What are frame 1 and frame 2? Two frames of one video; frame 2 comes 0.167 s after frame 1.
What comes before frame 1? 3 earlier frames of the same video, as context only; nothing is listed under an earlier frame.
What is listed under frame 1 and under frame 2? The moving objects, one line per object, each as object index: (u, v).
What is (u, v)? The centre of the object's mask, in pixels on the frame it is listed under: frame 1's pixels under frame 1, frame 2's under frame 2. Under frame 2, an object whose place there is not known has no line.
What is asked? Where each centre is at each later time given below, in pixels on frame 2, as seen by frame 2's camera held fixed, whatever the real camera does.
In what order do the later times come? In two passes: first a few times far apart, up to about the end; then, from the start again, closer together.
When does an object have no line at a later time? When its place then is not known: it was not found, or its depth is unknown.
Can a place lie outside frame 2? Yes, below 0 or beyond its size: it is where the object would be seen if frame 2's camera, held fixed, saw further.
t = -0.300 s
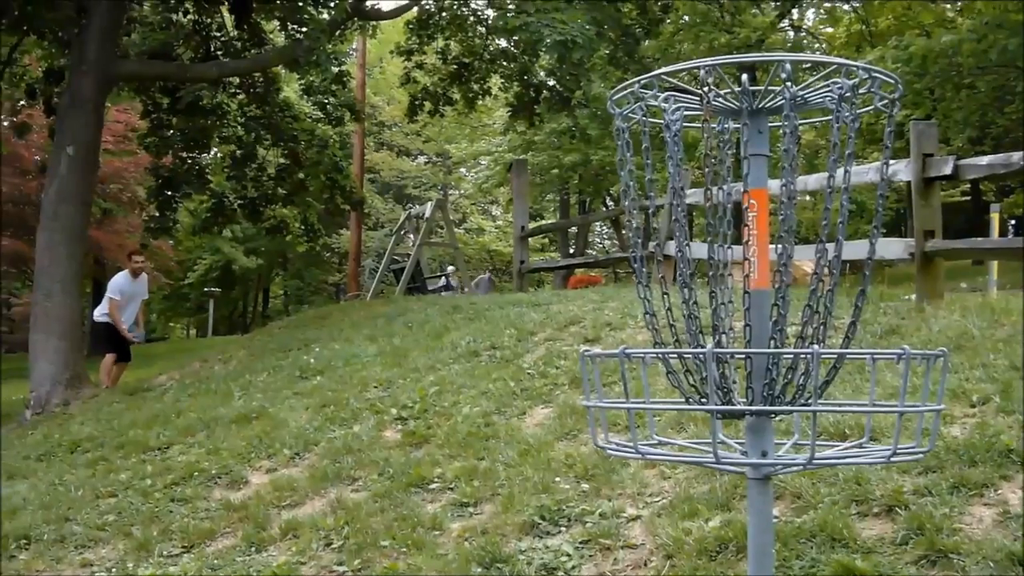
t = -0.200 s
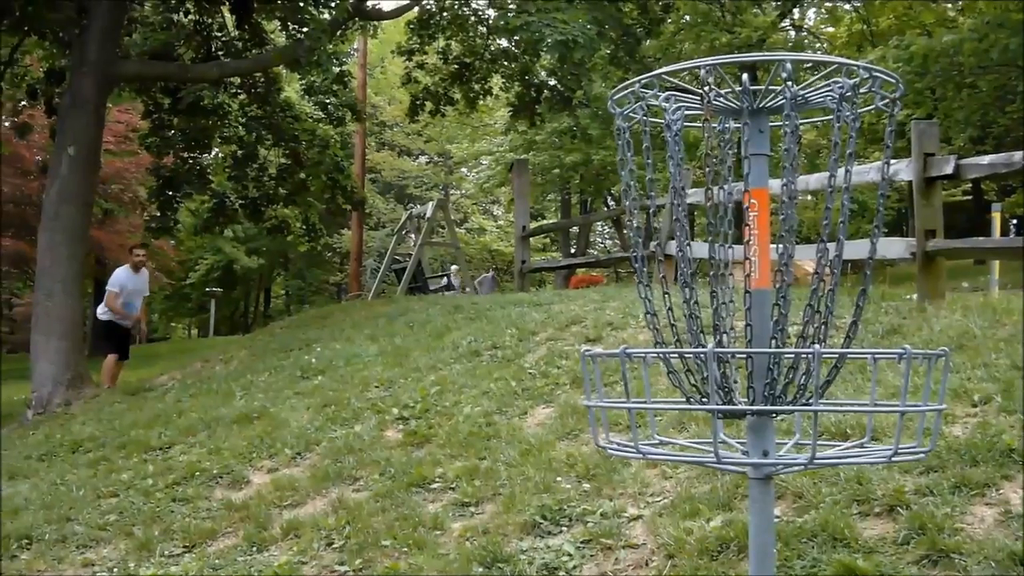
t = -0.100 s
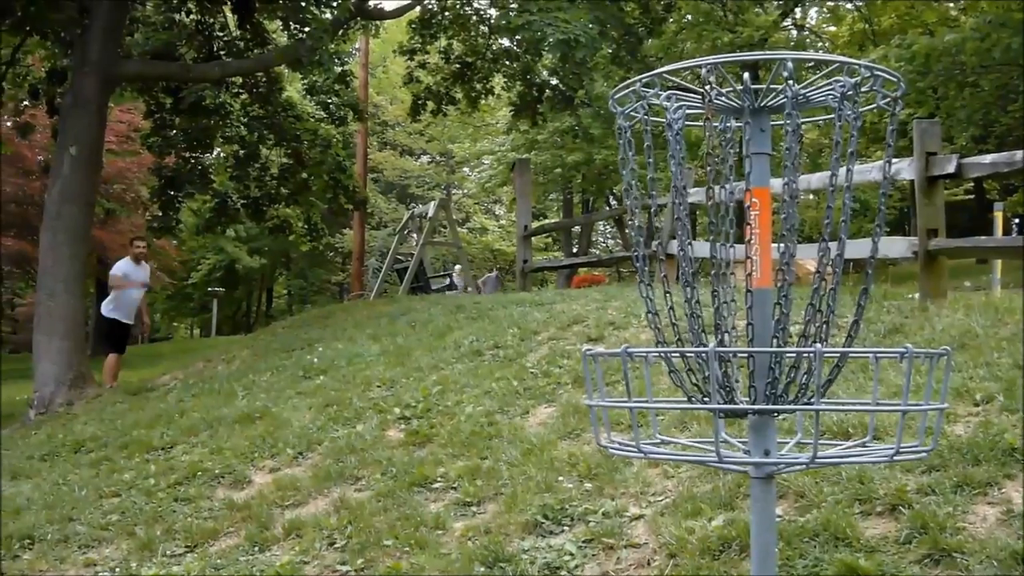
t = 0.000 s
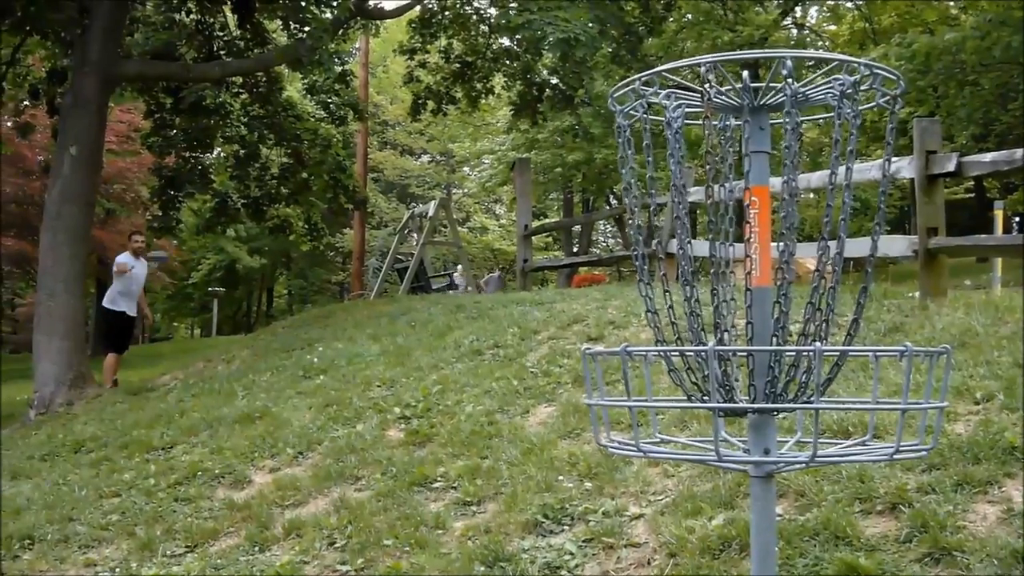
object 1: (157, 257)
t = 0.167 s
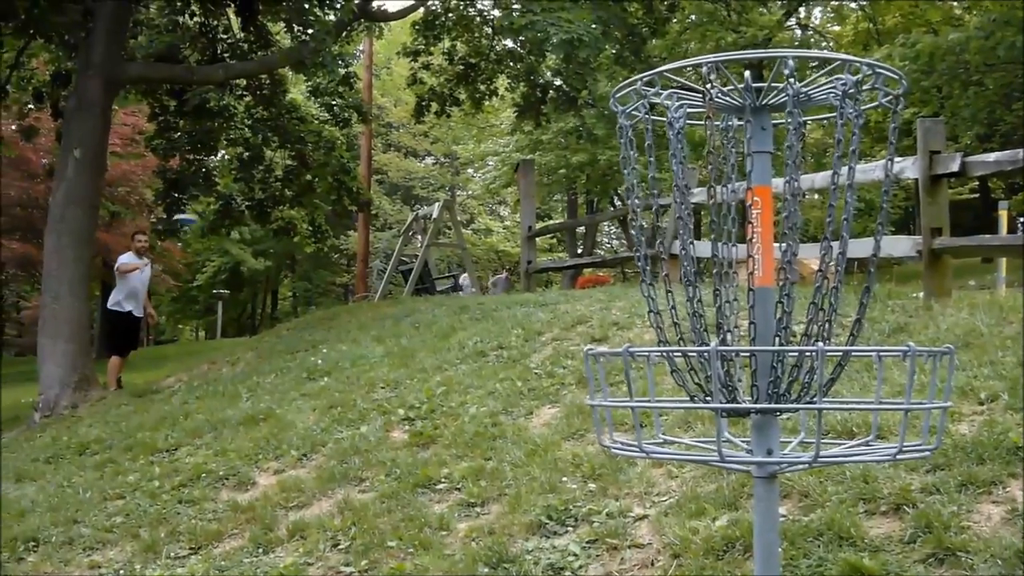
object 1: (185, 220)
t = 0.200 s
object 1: (191, 212)
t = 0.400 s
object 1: (230, 177)
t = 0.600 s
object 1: (288, 143)
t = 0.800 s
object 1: (387, 106)
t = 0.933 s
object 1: (514, 77)
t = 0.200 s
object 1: (191, 212)
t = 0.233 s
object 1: (196, 207)
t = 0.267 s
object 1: (203, 200)
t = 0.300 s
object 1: (208, 194)
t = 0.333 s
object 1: (215, 189)
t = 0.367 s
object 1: (223, 183)
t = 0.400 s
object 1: (230, 177)
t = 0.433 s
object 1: (236, 173)
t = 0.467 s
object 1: (246, 166)
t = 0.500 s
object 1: (256, 159)
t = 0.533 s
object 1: (265, 154)
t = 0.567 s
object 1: (276, 148)
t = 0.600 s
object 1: (288, 143)
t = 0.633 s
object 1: (300, 137)
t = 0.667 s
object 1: (314, 132)
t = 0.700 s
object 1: (330, 125)
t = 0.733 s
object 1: (349, 119)
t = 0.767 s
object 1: (366, 113)
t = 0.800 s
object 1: (387, 106)
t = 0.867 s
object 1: (444, 92)
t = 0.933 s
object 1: (514, 77)
